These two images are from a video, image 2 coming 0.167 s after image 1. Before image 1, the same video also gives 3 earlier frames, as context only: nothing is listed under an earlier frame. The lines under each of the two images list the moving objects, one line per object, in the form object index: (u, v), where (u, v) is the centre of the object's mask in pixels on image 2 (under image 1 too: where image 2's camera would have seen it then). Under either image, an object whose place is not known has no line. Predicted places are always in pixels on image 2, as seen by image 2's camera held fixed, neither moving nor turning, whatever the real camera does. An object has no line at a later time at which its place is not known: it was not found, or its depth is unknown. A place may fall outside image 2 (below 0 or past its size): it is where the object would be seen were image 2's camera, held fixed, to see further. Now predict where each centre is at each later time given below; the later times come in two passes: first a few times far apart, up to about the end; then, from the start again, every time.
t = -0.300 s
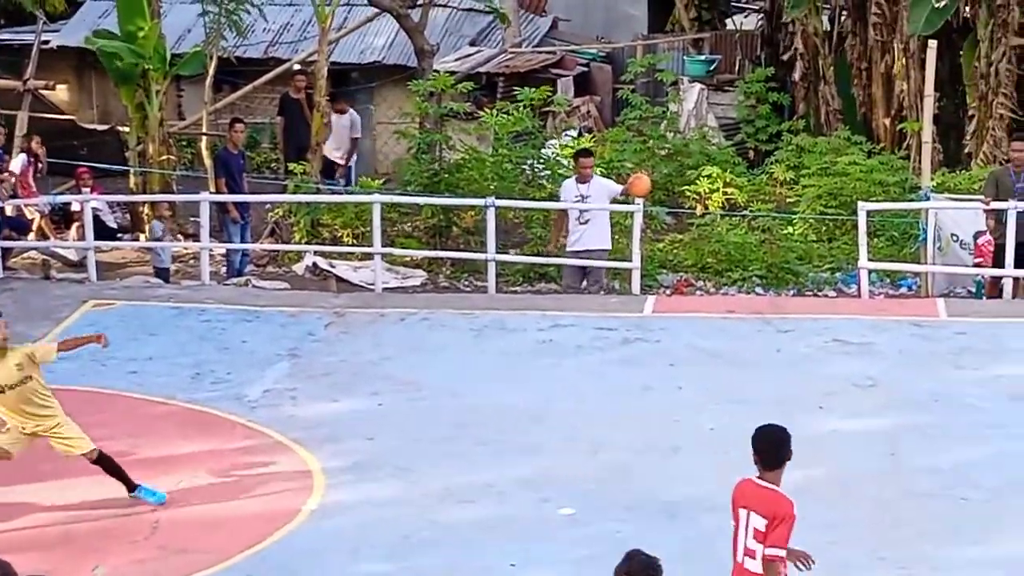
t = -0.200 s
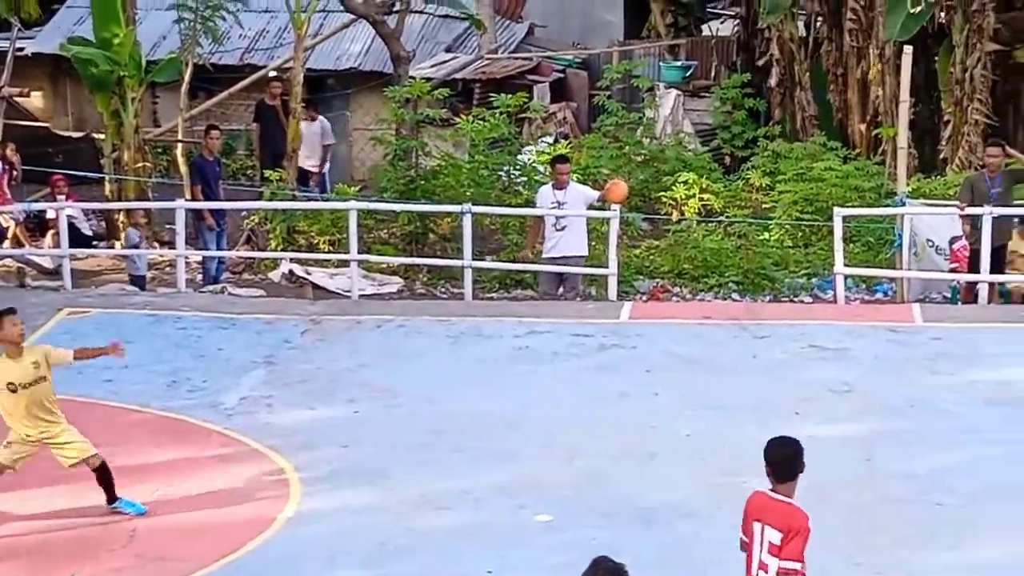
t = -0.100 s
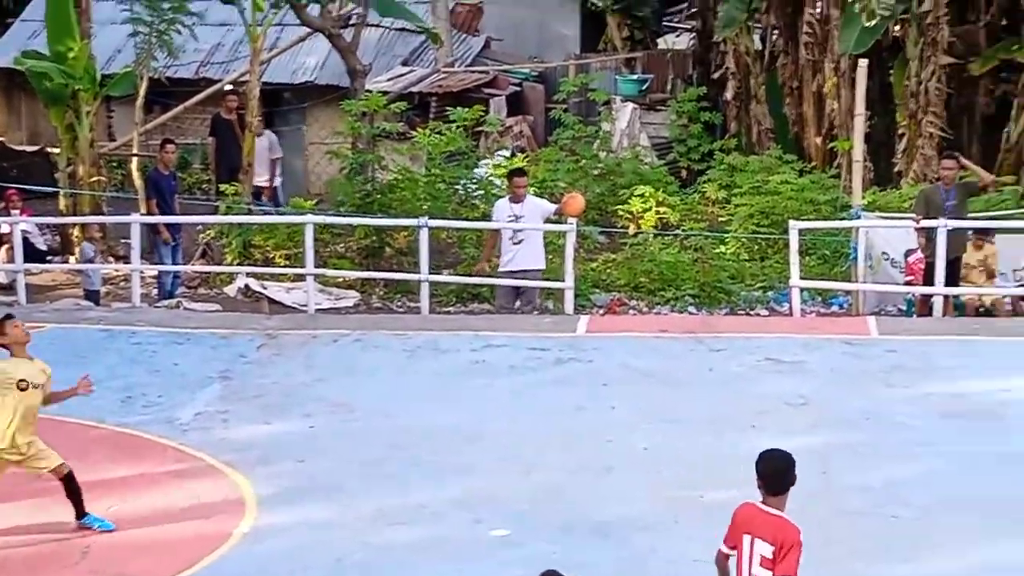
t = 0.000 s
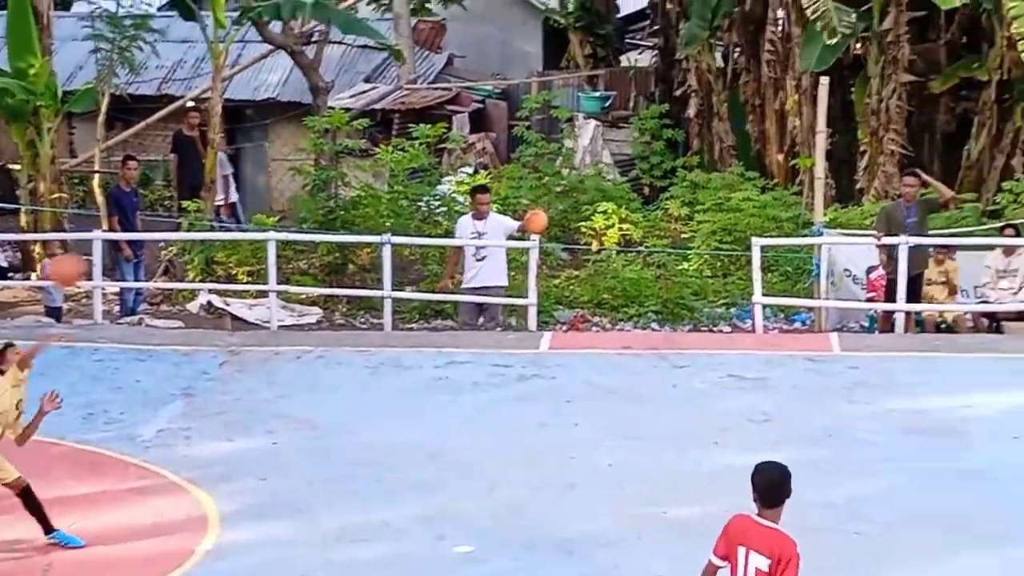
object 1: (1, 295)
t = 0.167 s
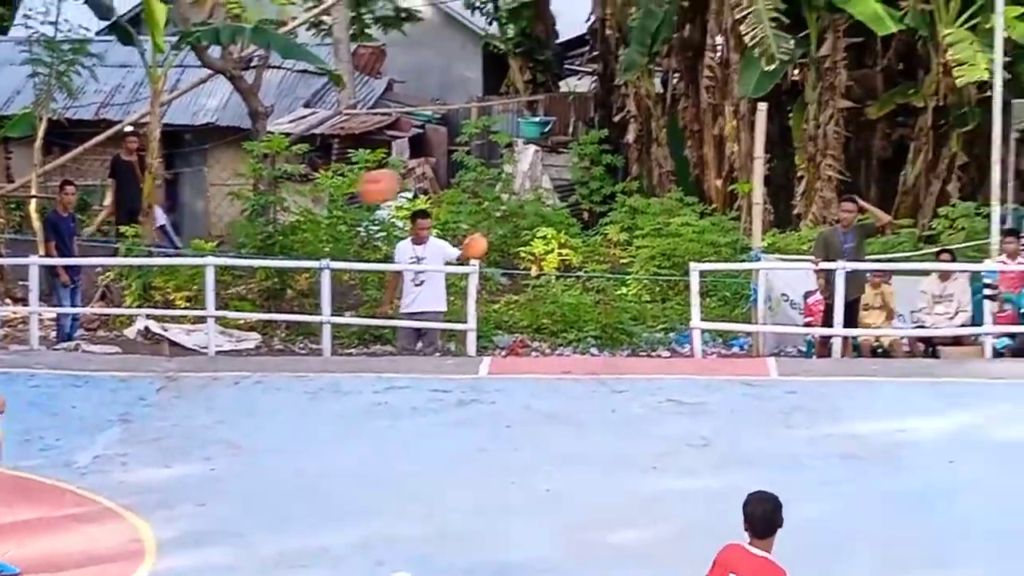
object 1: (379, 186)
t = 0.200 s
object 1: (451, 170)
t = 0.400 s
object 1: (885, 106)
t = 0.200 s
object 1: (451, 170)
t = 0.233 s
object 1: (525, 154)
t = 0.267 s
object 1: (597, 141)
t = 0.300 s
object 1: (669, 130)
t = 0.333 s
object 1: (739, 120)
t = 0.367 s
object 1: (812, 112)
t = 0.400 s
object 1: (885, 106)
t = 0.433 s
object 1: (957, 101)
